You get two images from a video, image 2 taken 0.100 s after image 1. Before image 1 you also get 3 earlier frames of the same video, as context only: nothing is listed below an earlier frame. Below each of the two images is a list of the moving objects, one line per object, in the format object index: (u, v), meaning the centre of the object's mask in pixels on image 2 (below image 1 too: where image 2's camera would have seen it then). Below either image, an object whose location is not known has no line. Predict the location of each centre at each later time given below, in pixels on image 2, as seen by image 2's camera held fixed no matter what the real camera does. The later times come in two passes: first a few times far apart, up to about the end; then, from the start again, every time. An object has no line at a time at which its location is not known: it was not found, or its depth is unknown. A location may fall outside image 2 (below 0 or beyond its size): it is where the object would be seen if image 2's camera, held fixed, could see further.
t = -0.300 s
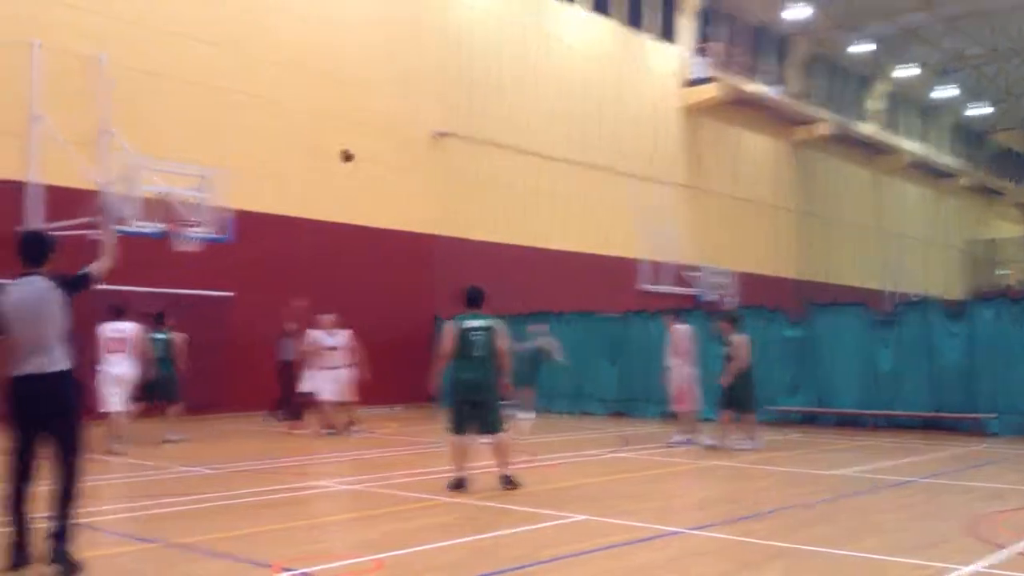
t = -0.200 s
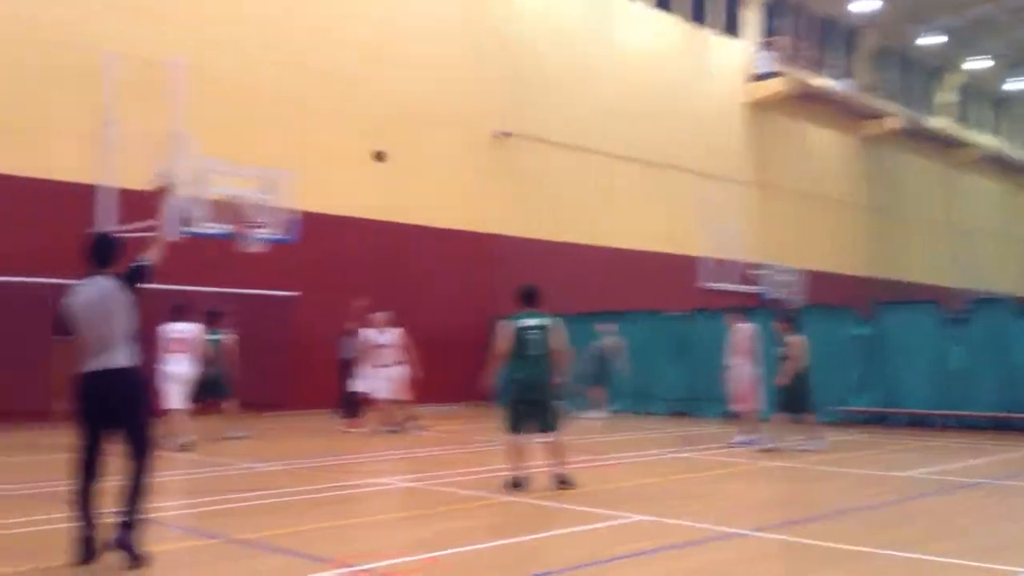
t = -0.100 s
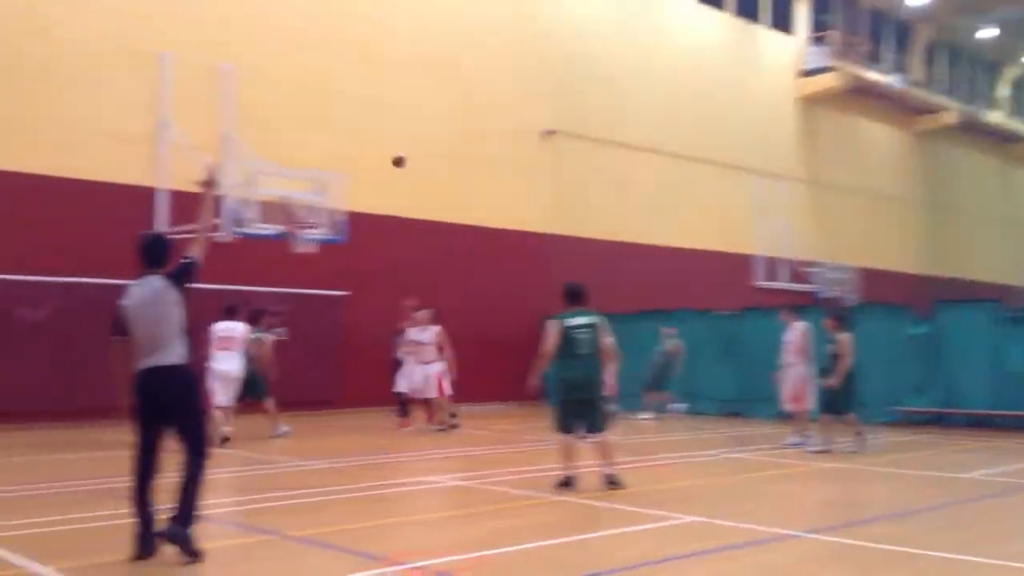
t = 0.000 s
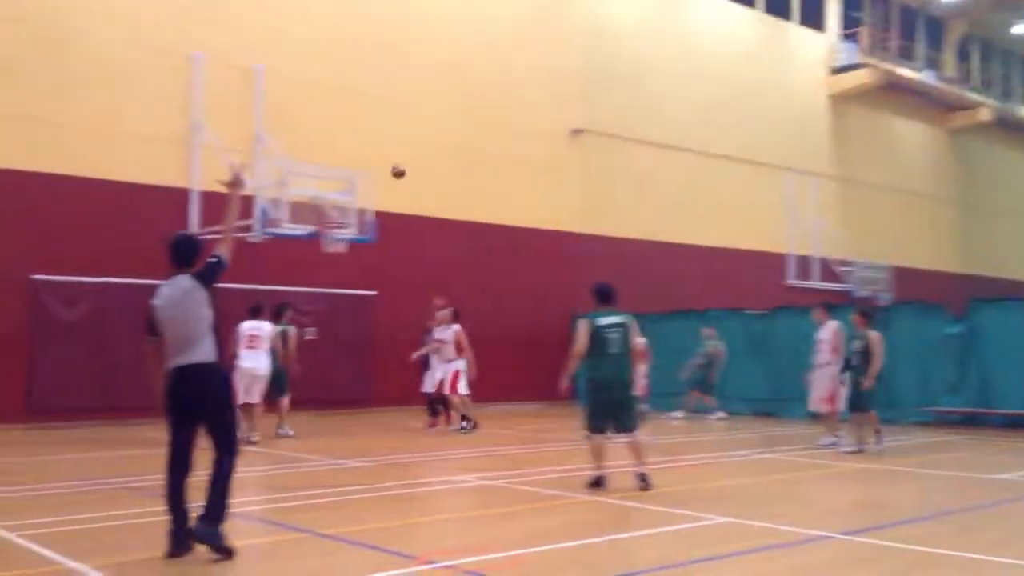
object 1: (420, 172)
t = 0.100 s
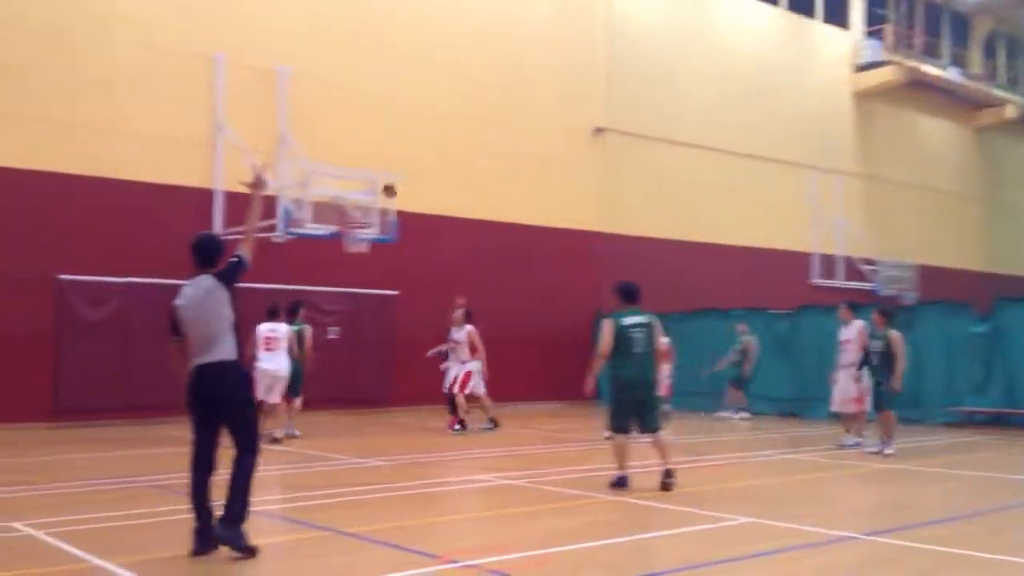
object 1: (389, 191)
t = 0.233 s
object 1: (352, 222)
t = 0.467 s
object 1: (342, 165)
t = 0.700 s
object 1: (332, 149)
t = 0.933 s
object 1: (320, 167)
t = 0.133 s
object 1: (378, 197)
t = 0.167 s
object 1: (368, 208)
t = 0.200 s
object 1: (355, 216)
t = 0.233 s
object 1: (352, 222)
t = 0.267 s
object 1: (352, 216)
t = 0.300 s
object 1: (348, 199)
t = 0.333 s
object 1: (347, 192)
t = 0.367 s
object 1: (346, 184)
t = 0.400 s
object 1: (345, 176)
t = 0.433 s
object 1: (343, 171)
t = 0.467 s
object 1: (342, 165)
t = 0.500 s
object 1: (340, 161)
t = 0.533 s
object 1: (339, 158)
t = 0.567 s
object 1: (338, 155)
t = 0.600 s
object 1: (336, 153)
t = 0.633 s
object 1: (334, 150)
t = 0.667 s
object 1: (333, 149)
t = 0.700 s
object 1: (332, 149)
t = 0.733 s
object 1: (330, 149)
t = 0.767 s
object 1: (328, 150)
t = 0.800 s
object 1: (327, 152)
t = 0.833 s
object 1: (325, 155)
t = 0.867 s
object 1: (324, 158)
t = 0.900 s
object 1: (322, 162)
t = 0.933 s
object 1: (320, 167)
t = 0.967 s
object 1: (319, 172)
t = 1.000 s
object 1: (317, 178)
